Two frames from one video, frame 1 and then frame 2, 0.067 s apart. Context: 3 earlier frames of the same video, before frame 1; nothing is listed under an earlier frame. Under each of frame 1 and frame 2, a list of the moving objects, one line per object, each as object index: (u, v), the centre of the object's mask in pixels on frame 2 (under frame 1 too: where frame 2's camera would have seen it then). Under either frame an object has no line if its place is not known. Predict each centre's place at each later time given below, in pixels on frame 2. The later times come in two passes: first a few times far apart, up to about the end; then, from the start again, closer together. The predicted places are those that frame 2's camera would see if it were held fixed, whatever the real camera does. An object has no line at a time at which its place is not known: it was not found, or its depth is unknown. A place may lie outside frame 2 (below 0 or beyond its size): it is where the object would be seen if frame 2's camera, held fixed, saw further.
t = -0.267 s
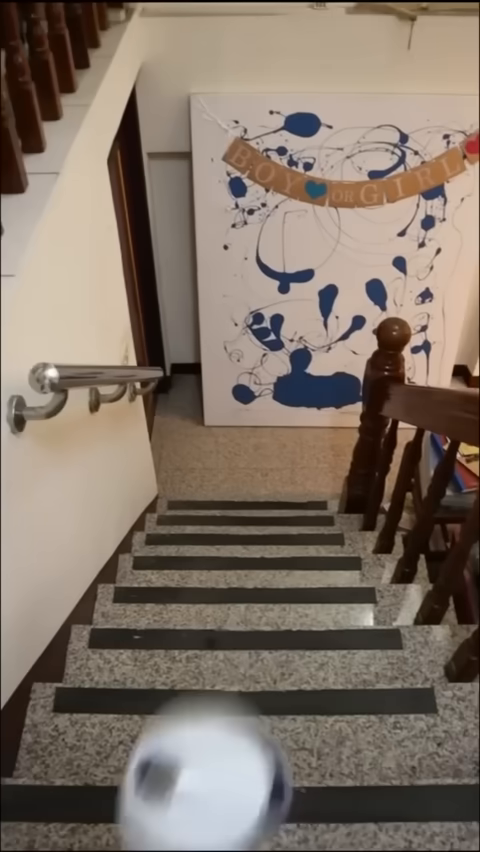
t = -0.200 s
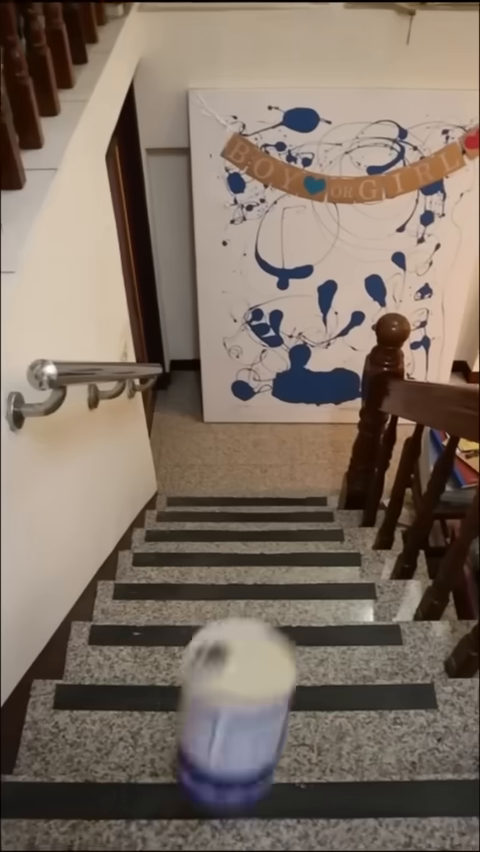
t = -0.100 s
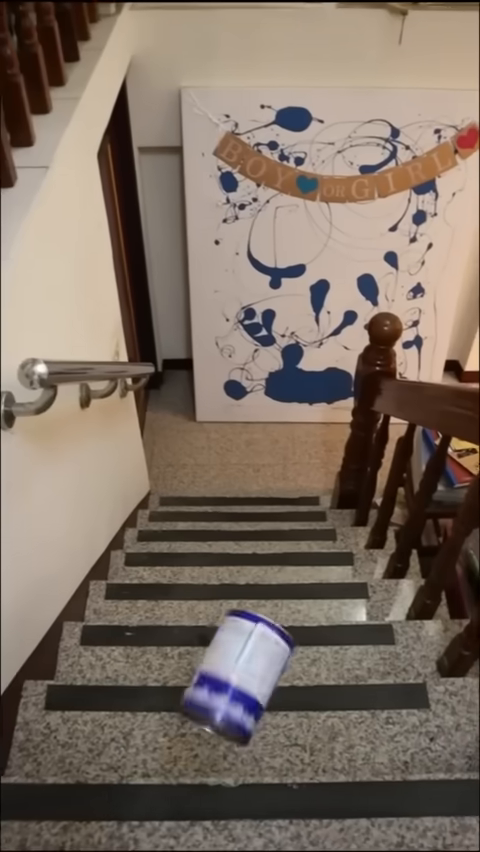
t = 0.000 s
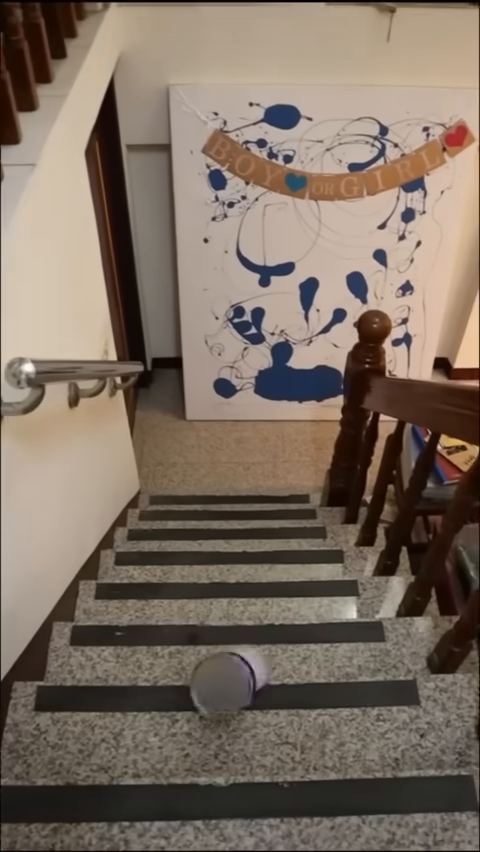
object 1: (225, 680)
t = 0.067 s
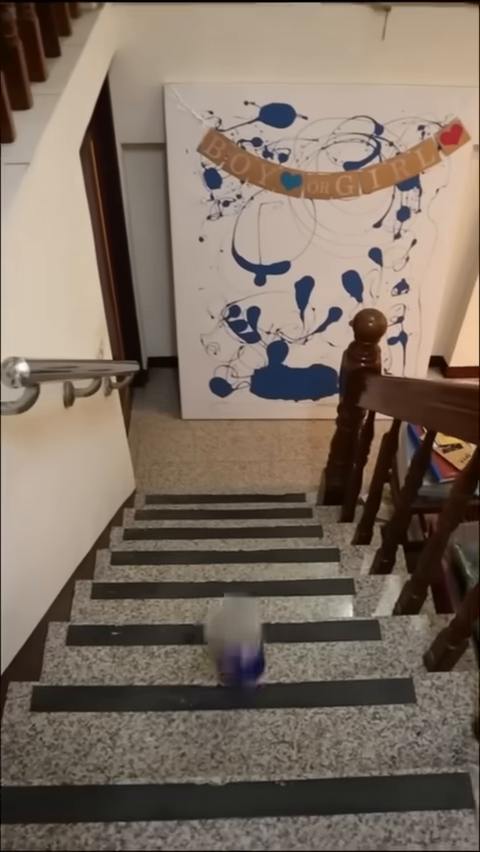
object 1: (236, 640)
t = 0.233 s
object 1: (263, 554)
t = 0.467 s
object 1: (284, 548)
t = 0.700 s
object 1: (272, 549)
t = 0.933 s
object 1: (260, 554)
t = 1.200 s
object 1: (248, 552)
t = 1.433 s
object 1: (236, 549)
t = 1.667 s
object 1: (224, 547)
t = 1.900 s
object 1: (214, 544)
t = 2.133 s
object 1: (206, 542)
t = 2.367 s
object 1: (200, 541)
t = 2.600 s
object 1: (193, 539)
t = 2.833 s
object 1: (186, 538)
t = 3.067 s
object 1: (179, 535)
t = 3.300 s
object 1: (173, 535)
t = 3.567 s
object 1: (184, 524)
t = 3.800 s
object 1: (185, 509)
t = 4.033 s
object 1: (187, 505)
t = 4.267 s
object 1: (201, 493)
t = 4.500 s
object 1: (212, 489)
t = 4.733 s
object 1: (219, 479)
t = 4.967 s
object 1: (229, 464)
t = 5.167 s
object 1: (233, 451)
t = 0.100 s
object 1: (244, 612)
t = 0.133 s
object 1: (248, 598)
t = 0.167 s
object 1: (255, 575)
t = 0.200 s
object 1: (260, 559)
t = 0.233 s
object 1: (263, 554)
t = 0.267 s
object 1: (269, 540)
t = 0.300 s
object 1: (275, 532)
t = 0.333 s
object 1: (276, 531)
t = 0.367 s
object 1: (279, 531)
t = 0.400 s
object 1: (281, 536)
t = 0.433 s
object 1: (282, 539)
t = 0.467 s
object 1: (284, 548)
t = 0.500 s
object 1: (286, 555)
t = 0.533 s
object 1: (285, 554)
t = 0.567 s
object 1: (281, 550)
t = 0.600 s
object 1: (279, 547)
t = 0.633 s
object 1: (278, 546)
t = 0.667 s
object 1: (275, 546)
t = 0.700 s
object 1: (272, 549)
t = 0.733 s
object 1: (271, 551)
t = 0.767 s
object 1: (268, 555)
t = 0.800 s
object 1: (266, 559)
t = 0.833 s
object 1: (266, 558)
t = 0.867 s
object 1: (263, 555)
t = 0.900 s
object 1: (261, 554)
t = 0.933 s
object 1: (260, 554)
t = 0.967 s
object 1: (258, 555)
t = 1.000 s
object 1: (256, 554)
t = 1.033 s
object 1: (255, 554)
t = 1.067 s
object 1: (254, 553)
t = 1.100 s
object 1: (252, 553)
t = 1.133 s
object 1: (251, 552)
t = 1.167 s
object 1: (249, 552)
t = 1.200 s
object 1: (248, 552)
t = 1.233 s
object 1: (247, 552)
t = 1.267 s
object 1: (245, 551)
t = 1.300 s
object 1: (242, 551)
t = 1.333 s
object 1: (241, 550)
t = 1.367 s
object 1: (240, 549)
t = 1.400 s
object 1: (238, 549)
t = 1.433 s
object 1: (236, 549)
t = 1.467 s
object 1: (234, 549)
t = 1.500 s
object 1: (232, 548)
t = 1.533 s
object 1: (231, 548)
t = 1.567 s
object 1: (229, 548)
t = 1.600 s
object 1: (227, 548)
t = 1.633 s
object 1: (226, 547)
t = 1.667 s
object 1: (224, 547)
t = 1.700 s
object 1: (222, 546)
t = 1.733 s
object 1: (222, 546)
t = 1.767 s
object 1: (220, 546)
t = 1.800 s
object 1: (218, 545)
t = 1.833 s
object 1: (217, 545)
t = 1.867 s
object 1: (215, 545)
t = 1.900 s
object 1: (214, 544)
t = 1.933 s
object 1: (213, 544)
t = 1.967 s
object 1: (211, 544)
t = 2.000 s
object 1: (210, 543)
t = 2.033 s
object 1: (209, 543)
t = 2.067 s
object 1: (208, 542)
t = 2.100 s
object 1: (207, 542)
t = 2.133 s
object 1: (206, 542)
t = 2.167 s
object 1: (205, 542)
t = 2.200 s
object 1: (204, 541)
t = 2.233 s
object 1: (203, 541)
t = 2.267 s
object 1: (202, 541)
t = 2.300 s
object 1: (201, 541)
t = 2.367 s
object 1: (200, 541)
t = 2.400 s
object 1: (199, 541)
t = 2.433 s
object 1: (198, 541)
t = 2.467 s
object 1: (197, 540)
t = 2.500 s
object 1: (196, 540)
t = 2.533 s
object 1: (195, 540)
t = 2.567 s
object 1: (194, 540)
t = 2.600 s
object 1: (193, 539)
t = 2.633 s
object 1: (192, 539)
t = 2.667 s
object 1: (191, 539)
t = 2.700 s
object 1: (190, 538)
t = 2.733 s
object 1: (189, 538)
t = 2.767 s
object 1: (188, 538)
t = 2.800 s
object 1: (187, 538)
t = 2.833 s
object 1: (186, 538)
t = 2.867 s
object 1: (185, 538)
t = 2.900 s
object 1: (183, 537)
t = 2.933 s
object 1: (183, 537)
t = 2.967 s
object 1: (182, 537)
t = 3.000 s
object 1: (180, 536)
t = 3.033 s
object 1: (180, 536)
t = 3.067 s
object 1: (179, 535)
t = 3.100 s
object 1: (178, 533)
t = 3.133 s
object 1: (178, 533)
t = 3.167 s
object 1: (177, 531)
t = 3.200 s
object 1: (175, 532)
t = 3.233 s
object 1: (174, 533)
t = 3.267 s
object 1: (174, 534)
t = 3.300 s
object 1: (173, 535)
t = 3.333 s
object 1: (174, 533)
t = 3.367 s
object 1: (175, 529)
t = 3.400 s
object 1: (177, 528)
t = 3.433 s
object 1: (177, 528)
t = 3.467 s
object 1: (179, 527)
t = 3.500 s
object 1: (180, 527)
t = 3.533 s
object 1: (181, 526)
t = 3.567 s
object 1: (184, 524)
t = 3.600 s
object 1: (184, 521)
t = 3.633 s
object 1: (184, 519)
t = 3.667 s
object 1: (184, 515)
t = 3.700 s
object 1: (185, 515)
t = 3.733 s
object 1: (185, 515)
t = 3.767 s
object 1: (185, 514)
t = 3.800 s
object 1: (185, 509)
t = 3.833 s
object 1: (185, 506)
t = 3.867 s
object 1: (184, 505)
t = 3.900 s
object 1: (184, 505)
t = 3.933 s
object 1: (184, 506)
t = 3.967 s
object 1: (184, 509)
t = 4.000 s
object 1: (186, 508)
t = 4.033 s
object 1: (187, 505)
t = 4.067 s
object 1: (191, 507)
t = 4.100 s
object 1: (191, 503)
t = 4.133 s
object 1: (191, 502)
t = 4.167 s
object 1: (193, 498)
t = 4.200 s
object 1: (196, 497)
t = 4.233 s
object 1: (198, 495)
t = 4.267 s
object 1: (201, 493)
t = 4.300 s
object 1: (202, 493)
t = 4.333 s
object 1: (202, 493)
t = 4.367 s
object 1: (204, 491)
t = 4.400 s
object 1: (208, 491)
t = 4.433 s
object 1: (210, 492)
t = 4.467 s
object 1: (211, 492)
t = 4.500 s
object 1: (212, 489)
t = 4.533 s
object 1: (213, 489)
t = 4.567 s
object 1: (214, 487)
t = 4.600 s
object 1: (216, 486)
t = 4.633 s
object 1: (216, 487)
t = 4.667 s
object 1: (218, 487)
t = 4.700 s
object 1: (219, 485)
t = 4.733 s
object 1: (219, 479)
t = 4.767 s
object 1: (224, 475)
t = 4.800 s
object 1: (225, 470)
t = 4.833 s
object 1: (226, 470)
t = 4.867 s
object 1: (227, 470)
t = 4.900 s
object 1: (229, 473)
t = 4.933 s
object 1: (229, 471)
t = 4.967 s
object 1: (229, 464)
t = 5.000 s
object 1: (231, 457)
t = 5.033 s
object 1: (231, 455)
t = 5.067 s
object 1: (231, 453)
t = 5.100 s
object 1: (232, 454)
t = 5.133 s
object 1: (232, 454)
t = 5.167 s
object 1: (233, 451)
